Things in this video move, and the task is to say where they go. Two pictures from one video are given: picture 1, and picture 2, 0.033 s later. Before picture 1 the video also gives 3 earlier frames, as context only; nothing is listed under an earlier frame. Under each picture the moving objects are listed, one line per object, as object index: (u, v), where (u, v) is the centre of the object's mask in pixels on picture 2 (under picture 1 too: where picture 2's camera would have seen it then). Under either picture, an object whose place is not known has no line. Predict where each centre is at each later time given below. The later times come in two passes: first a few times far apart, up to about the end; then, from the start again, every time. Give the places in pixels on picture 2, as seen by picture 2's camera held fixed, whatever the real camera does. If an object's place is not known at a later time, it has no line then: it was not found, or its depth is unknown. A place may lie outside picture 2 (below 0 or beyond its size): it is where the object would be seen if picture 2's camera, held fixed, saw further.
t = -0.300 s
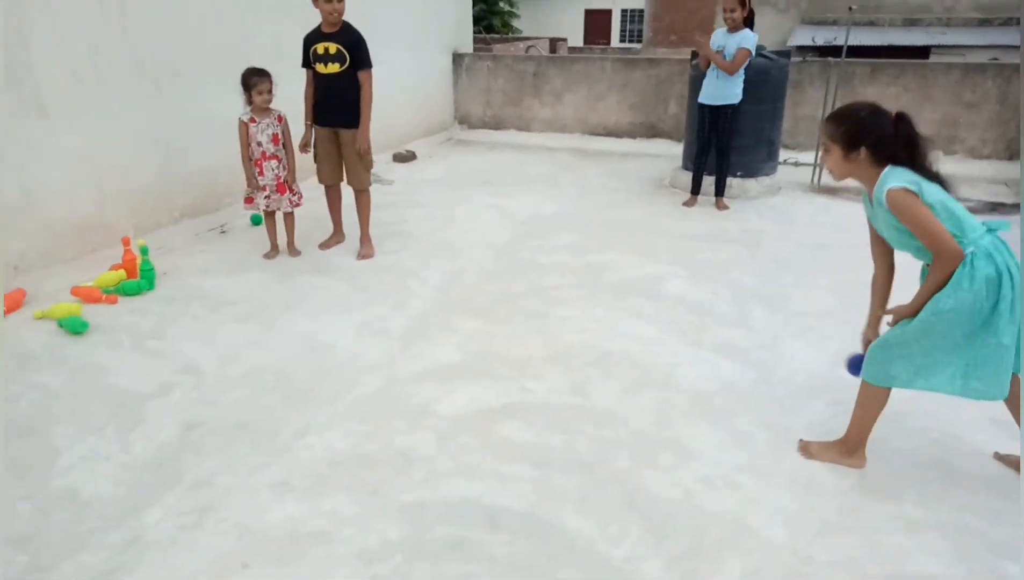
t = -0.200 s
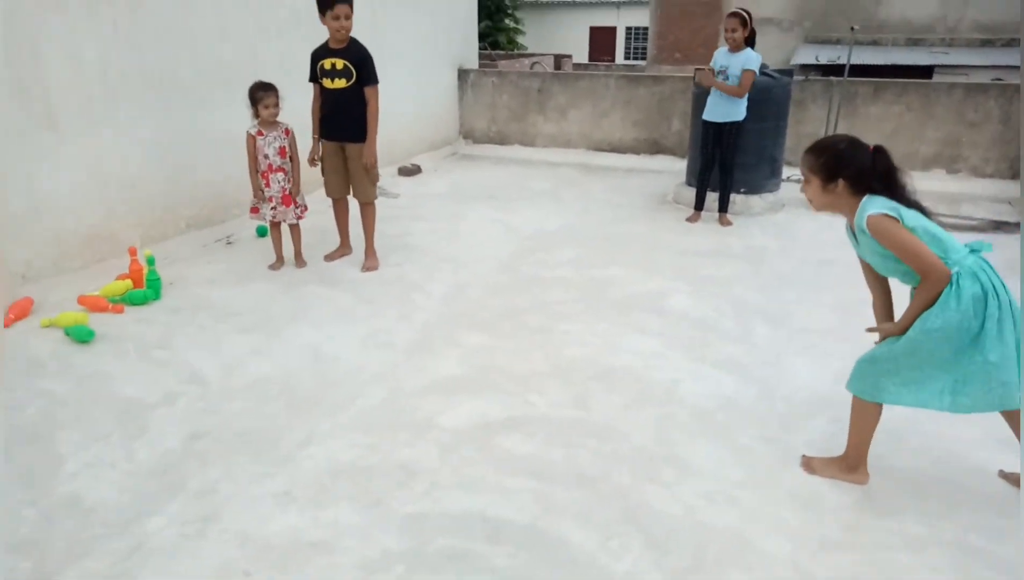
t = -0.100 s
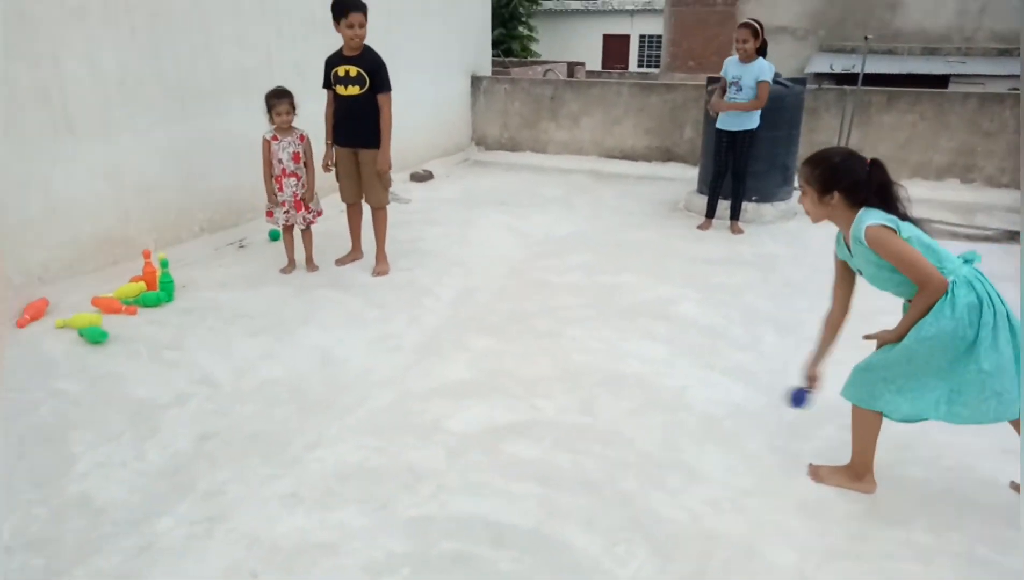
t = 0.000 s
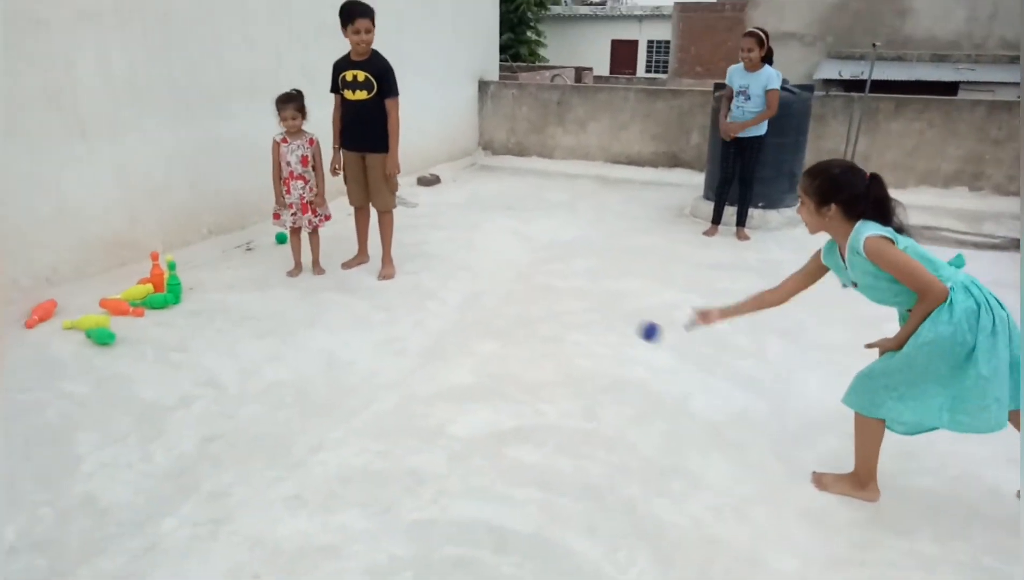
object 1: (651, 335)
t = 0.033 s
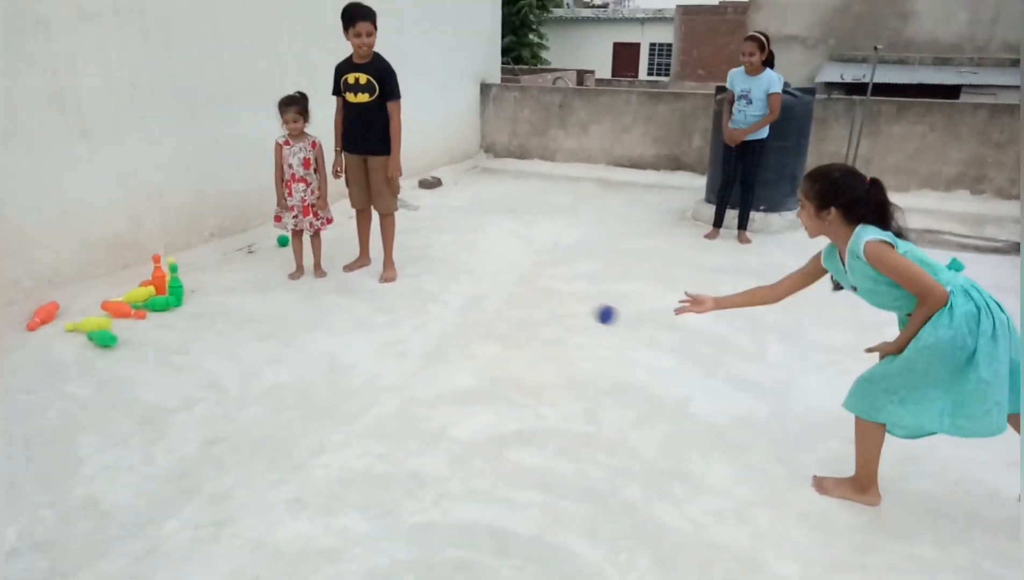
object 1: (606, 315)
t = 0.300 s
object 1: (330, 273)
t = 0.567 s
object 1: (186, 252)
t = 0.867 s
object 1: (189, 247)
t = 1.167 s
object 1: (269, 268)
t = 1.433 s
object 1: (321, 292)
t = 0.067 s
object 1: (563, 298)
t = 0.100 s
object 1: (524, 285)
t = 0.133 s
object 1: (486, 276)
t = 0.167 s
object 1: (451, 270)
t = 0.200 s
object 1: (418, 267)
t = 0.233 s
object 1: (388, 268)
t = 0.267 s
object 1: (357, 269)
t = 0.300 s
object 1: (330, 273)
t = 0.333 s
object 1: (304, 280)
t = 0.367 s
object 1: (280, 288)
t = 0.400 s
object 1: (258, 298)
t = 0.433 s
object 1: (239, 300)
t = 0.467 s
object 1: (225, 285)
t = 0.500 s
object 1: (212, 271)
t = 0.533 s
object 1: (198, 260)
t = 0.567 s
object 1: (186, 252)
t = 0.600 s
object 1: (174, 246)
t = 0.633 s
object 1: (162, 242)
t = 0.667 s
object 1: (151, 240)
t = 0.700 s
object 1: (140, 240)
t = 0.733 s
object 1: (143, 239)
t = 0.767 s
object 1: (154, 238)
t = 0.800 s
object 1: (165, 239)
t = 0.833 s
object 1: (177, 242)
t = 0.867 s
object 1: (189, 247)
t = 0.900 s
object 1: (201, 254)
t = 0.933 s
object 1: (213, 263)
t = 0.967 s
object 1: (225, 275)
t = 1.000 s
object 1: (238, 289)
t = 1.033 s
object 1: (246, 289)
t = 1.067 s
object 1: (252, 281)
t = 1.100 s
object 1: (258, 274)
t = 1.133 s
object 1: (263, 270)
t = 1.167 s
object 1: (269, 268)
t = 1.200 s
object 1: (275, 268)
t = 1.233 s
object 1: (282, 270)
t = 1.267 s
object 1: (289, 274)
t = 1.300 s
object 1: (295, 280)
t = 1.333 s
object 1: (303, 289)
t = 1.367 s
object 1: (310, 300)
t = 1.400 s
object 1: (316, 298)
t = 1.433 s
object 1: (321, 292)
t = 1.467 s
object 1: (326, 288)
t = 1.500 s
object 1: (332, 286)
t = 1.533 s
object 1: (338, 286)
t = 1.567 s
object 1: (344, 288)
